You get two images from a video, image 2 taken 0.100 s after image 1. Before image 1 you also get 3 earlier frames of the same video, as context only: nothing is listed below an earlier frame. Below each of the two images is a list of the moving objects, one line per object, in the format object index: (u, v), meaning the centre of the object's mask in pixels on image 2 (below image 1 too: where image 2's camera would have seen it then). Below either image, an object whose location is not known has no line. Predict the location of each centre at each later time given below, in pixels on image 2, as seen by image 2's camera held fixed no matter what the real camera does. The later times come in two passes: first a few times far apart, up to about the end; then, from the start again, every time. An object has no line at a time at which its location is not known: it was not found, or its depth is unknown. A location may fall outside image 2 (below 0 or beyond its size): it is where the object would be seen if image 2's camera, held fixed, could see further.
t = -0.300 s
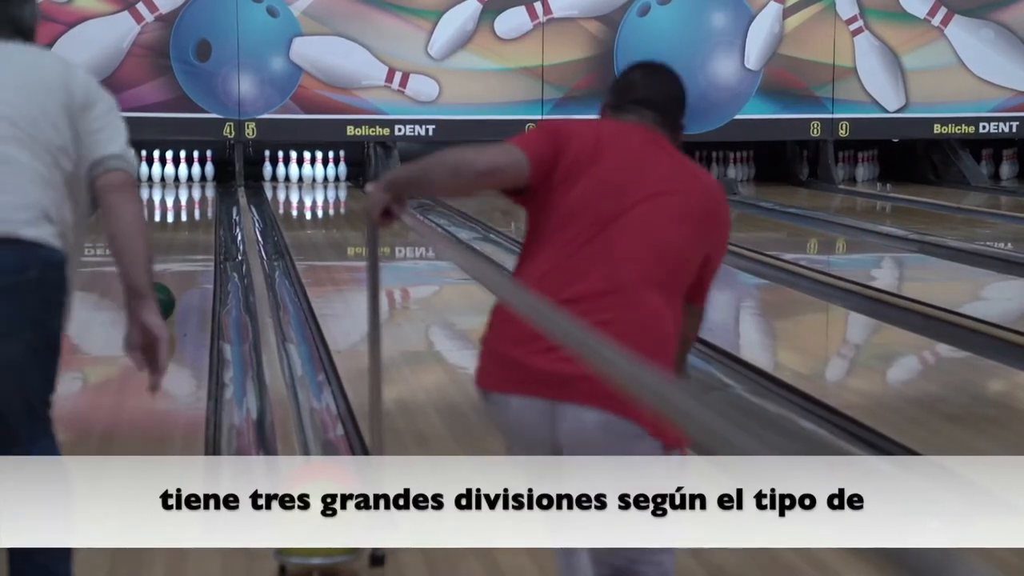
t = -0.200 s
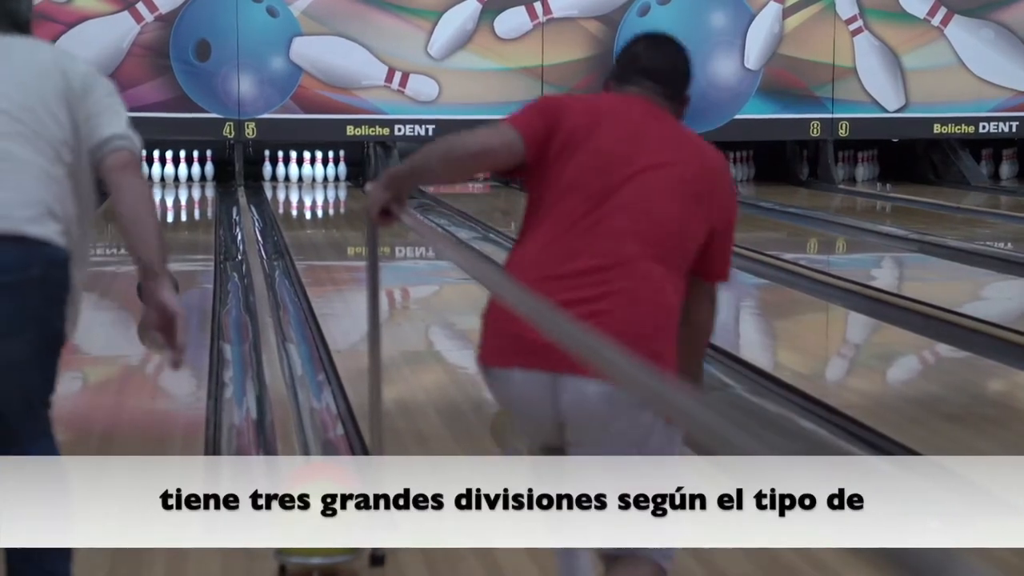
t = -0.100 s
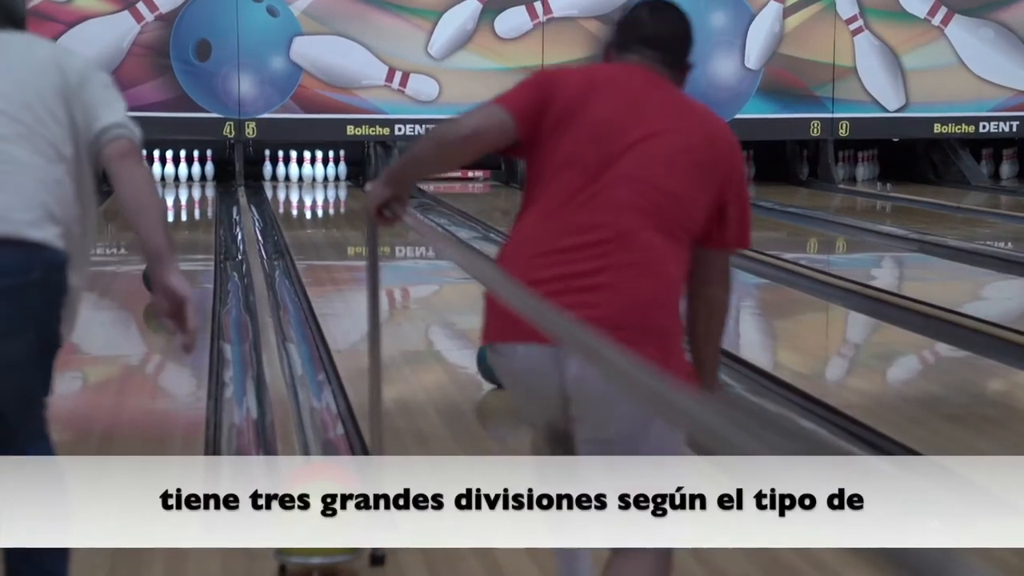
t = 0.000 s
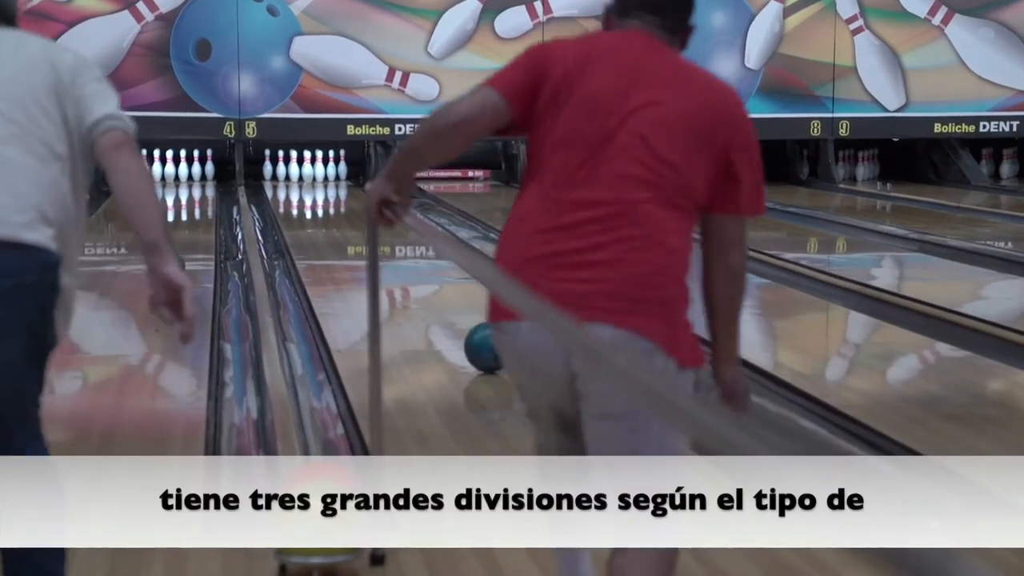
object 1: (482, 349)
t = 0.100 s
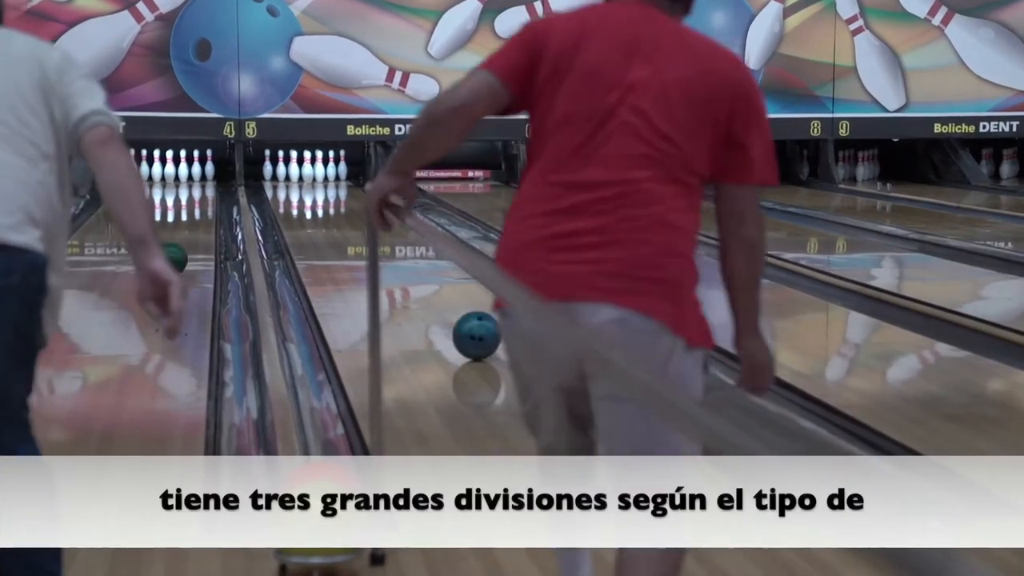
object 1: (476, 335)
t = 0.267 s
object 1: (458, 318)
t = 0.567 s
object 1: (430, 293)
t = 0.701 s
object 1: (419, 284)
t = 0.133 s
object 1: (472, 331)
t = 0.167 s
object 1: (469, 328)
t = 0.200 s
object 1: (465, 325)
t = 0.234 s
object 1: (461, 321)
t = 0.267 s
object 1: (458, 318)
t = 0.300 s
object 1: (454, 315)
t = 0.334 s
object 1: (451, 312)
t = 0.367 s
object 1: (448, 309)
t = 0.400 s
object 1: (444, 307)
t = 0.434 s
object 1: (441, 304)
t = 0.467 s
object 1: (438, 301)
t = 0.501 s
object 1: (435, 298)
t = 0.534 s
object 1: (432, 296)
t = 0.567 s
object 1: (430, 293)
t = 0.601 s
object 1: (427, 291)
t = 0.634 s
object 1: (424, 289)
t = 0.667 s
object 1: (421, 286)
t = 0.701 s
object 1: (419, 284)
